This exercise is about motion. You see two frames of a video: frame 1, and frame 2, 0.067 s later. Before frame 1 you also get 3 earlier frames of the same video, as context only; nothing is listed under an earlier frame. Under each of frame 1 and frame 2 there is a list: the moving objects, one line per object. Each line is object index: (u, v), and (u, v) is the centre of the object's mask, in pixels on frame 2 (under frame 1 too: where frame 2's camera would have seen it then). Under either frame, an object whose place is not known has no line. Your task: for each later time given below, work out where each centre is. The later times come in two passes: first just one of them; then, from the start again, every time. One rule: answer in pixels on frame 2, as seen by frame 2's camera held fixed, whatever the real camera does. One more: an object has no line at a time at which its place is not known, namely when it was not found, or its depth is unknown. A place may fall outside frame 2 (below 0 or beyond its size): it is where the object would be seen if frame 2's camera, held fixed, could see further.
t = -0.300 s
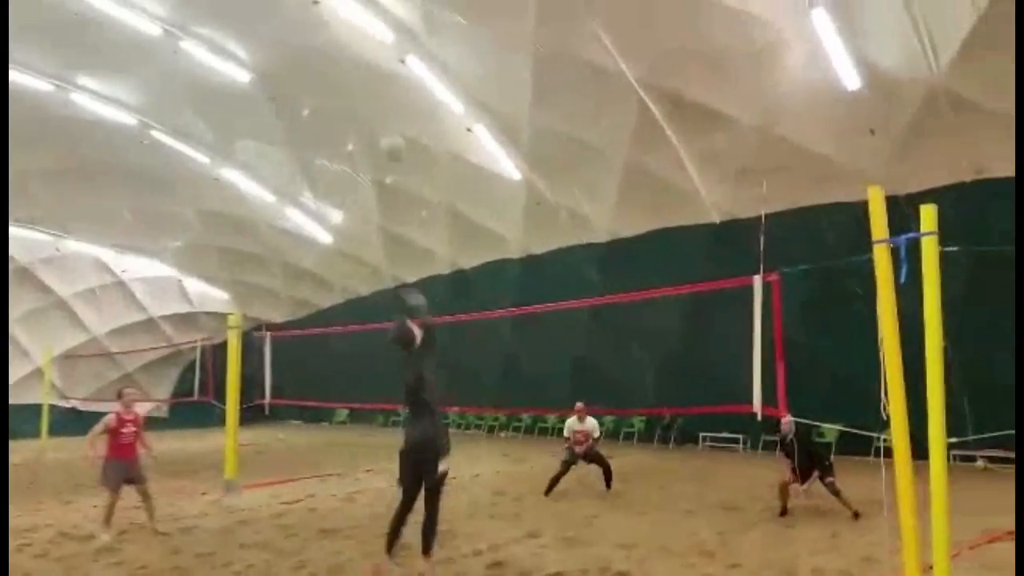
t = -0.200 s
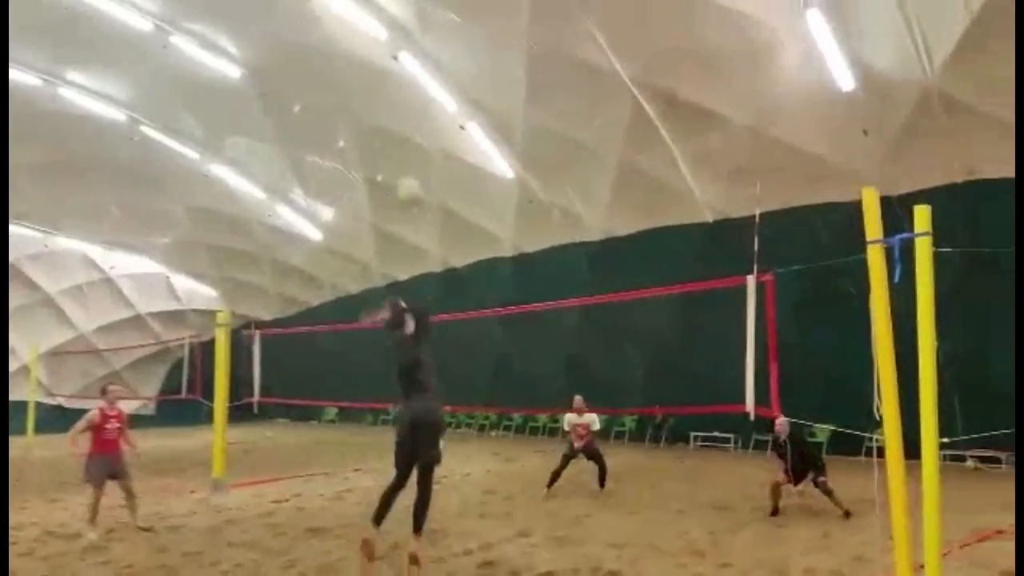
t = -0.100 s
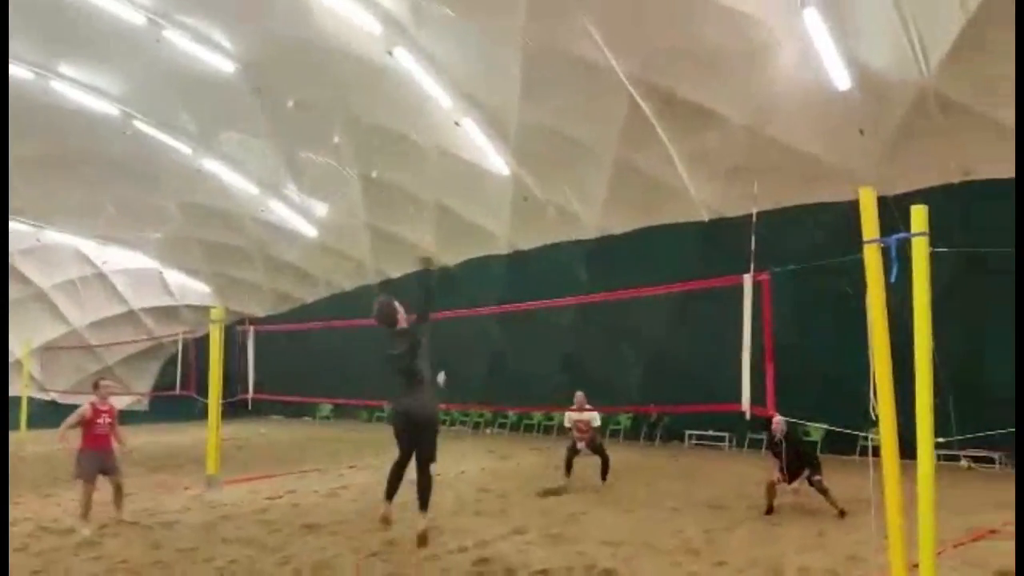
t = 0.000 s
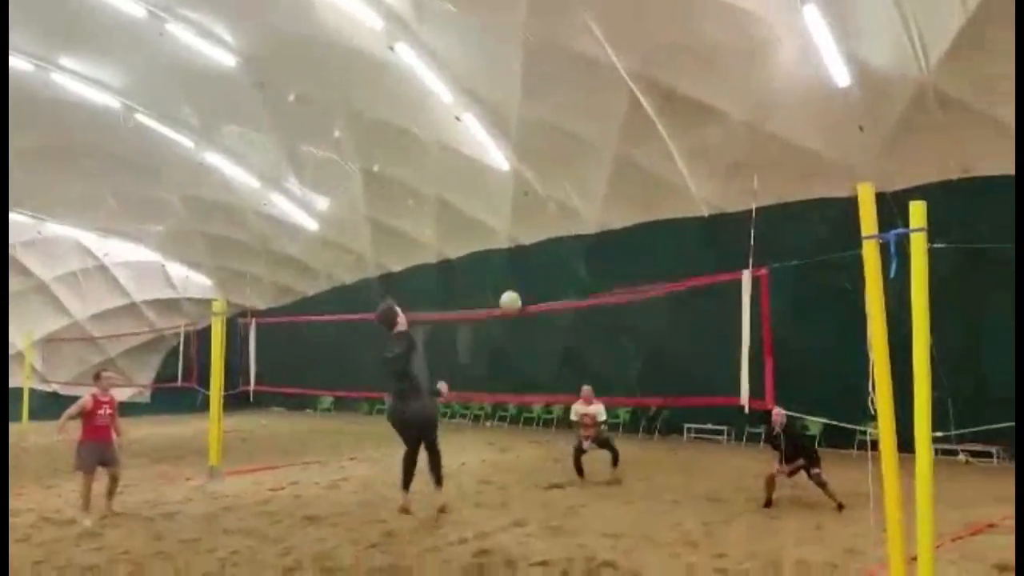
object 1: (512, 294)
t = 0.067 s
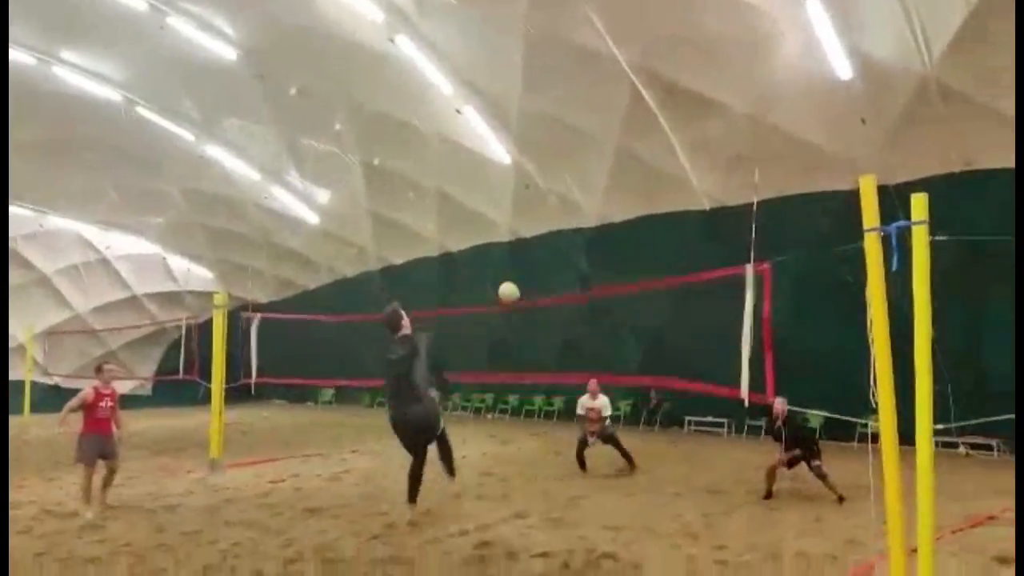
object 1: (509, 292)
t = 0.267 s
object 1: (500, 310)
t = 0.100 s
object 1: (507, 292)
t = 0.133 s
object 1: (505, 295)
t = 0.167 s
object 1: (504, 298)
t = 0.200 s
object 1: (503, 301)
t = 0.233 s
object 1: (501, 306)
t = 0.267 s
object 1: (500, 310)
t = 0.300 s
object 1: (498, 316)
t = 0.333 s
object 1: (498, 322)
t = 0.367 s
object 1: (497, 330)
